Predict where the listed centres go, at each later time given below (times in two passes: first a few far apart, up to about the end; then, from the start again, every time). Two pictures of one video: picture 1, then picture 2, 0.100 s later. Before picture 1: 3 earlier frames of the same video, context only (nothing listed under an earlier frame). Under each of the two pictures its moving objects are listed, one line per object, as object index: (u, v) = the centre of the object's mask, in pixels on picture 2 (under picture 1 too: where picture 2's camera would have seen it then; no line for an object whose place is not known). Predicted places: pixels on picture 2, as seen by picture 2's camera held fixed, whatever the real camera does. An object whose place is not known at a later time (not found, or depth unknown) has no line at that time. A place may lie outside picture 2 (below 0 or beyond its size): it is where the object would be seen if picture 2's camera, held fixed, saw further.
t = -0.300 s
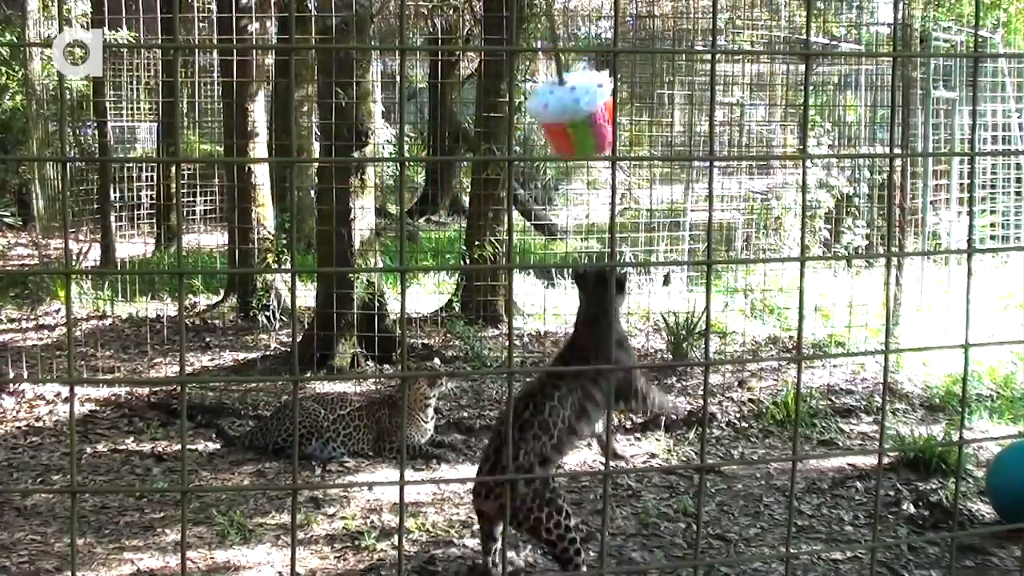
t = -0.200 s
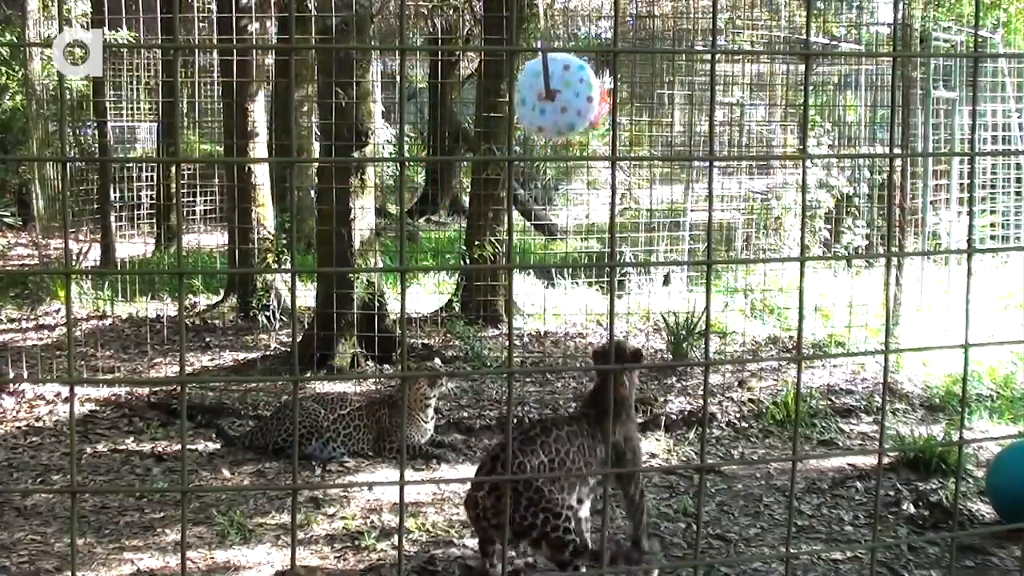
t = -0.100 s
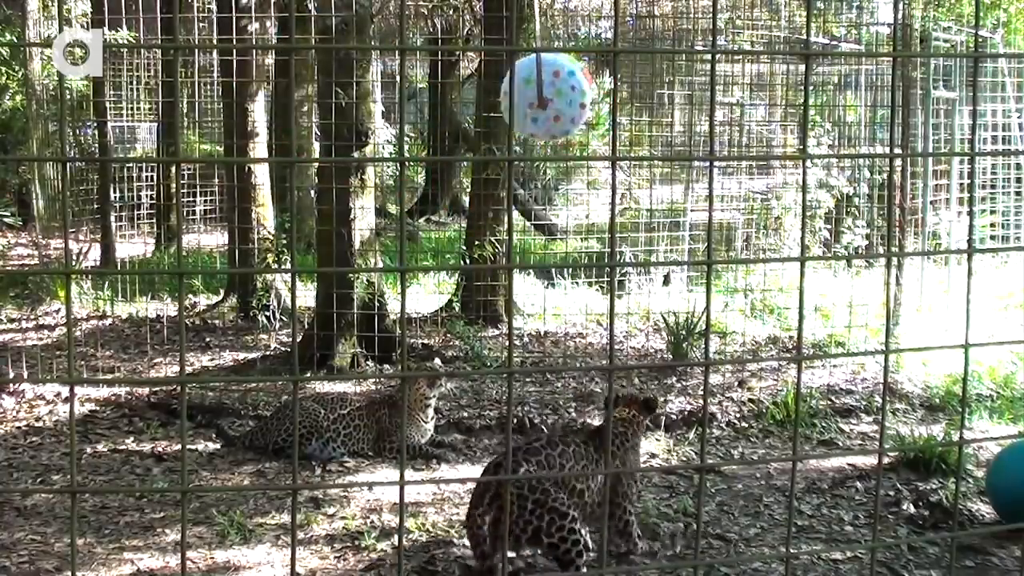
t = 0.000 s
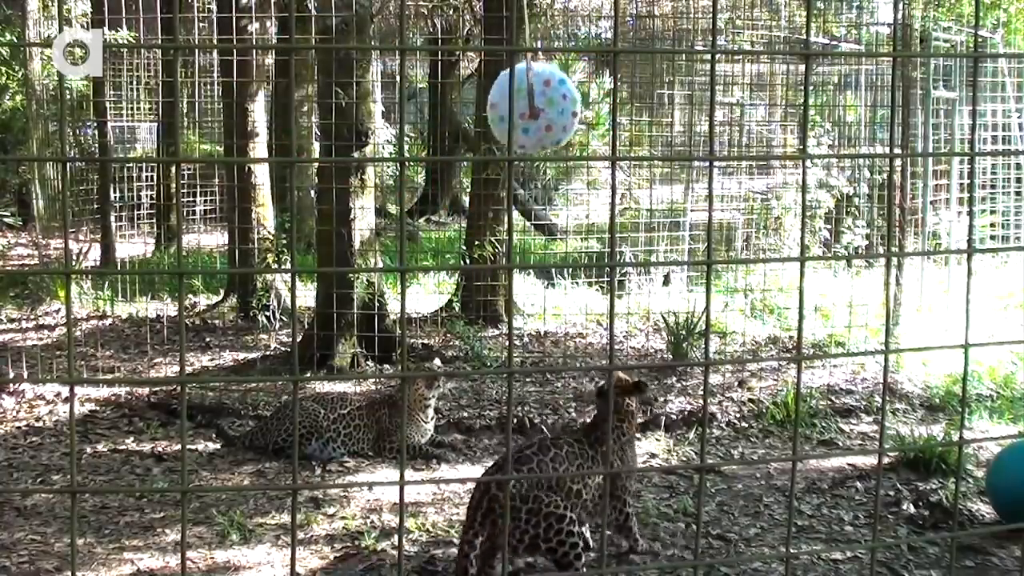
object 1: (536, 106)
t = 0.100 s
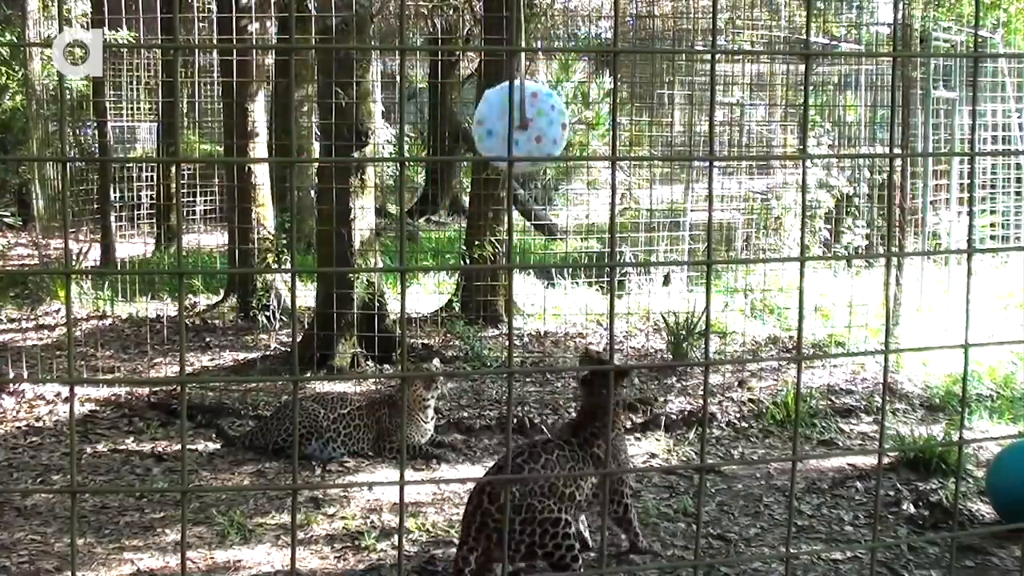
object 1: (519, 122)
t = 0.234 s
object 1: (501, 178)
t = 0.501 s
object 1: (466, 123)
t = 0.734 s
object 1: (447, 140)
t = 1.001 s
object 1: (452, 109)
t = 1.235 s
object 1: (465, 154)
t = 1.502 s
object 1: (508, 153)
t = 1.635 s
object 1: (524, 165)
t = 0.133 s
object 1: (515, 139)
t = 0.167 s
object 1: (507, 153)
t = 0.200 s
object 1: (505, 169)
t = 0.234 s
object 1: (501, 178)
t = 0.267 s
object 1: (496, 177)
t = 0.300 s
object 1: (487, 169)
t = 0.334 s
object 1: (485, 155)
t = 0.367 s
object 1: (480, 145)
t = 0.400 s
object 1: (475, 139)
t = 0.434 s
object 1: (472, 133)
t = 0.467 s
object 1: (465, 128)
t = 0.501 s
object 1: (466, 123)
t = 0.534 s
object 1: (463, 121)
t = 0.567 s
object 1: (459, 121)
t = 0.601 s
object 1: (457, 122)
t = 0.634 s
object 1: (455, 124)
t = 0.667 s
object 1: (450, 127)
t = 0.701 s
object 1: (451, 133)
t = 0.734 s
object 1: (447, 140)
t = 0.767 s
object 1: (446, 144)
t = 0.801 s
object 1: (446, 146)
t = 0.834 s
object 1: (446, 138)
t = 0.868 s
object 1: (447, 131)
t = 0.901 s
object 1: (448, 124)
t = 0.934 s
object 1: (448, 116)
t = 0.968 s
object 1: (450, 111)
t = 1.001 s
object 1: (452, 109)
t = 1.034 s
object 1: (454, 110)
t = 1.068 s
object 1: (455, 112)
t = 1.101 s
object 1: (455, 117)
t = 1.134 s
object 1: (457, 124)
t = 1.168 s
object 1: (458, 133)
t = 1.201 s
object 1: (462, 143)
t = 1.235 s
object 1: (465, 154)
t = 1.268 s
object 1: (467, 164)
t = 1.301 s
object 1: (471, 169)
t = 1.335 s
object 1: (482, 166)
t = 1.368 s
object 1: (488, 163)
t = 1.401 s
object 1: (494, 158)
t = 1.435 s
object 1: (498, 155)
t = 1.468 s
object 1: (503, 153)
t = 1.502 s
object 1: (508, 153)
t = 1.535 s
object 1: (512, 154)
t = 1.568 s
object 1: (517, 157)
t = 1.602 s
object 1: (522, 160)
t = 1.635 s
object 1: (524, 165)
